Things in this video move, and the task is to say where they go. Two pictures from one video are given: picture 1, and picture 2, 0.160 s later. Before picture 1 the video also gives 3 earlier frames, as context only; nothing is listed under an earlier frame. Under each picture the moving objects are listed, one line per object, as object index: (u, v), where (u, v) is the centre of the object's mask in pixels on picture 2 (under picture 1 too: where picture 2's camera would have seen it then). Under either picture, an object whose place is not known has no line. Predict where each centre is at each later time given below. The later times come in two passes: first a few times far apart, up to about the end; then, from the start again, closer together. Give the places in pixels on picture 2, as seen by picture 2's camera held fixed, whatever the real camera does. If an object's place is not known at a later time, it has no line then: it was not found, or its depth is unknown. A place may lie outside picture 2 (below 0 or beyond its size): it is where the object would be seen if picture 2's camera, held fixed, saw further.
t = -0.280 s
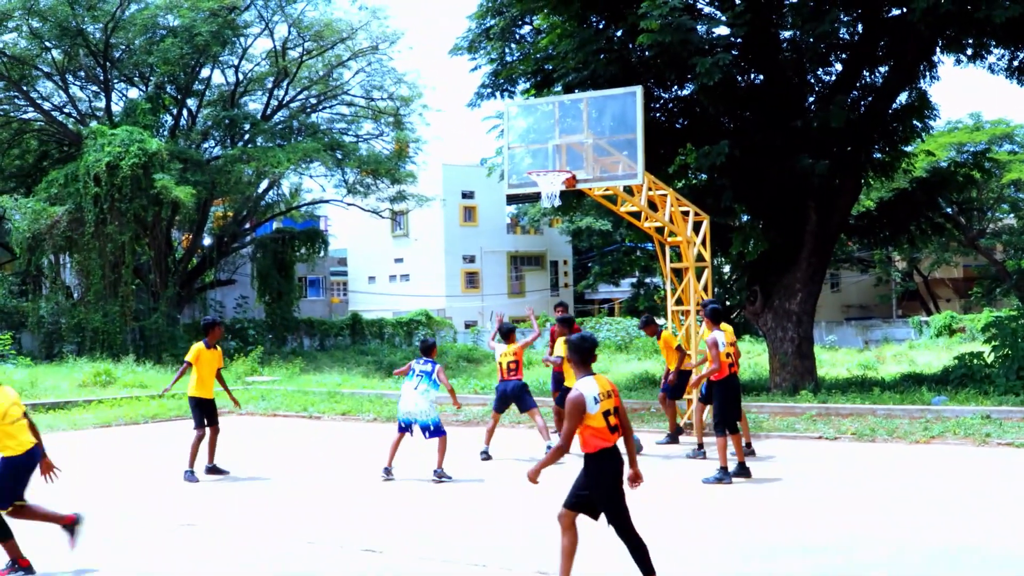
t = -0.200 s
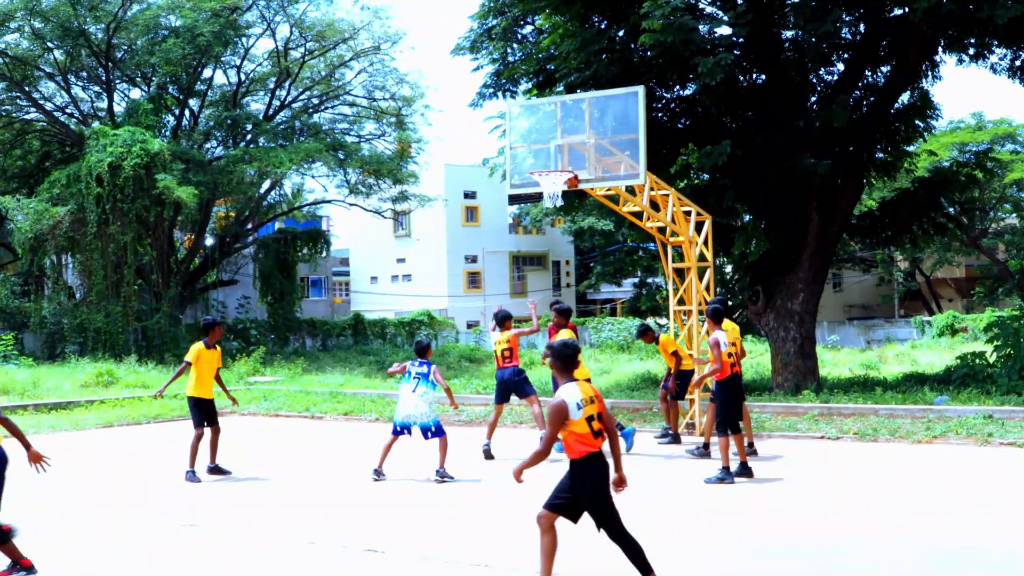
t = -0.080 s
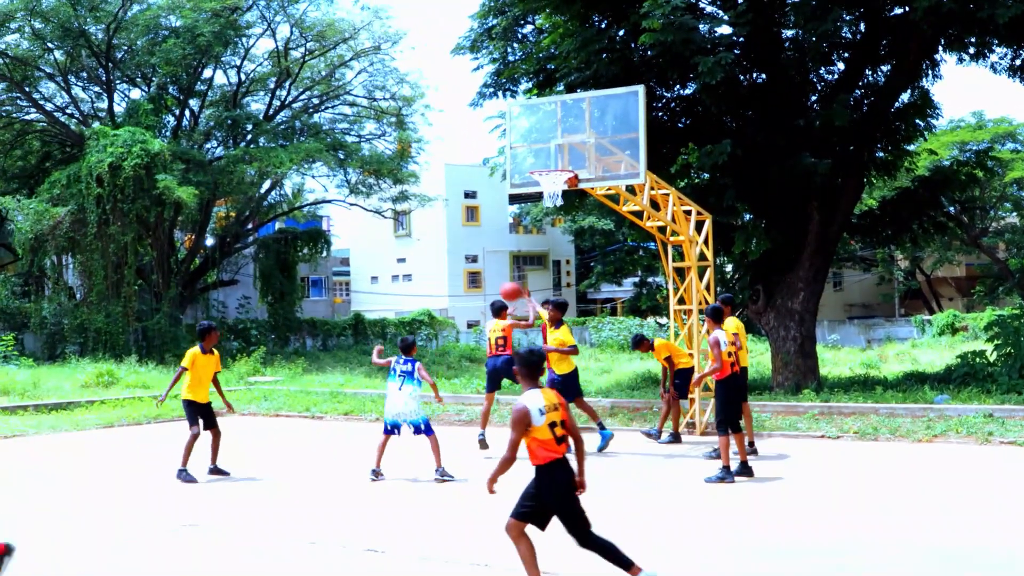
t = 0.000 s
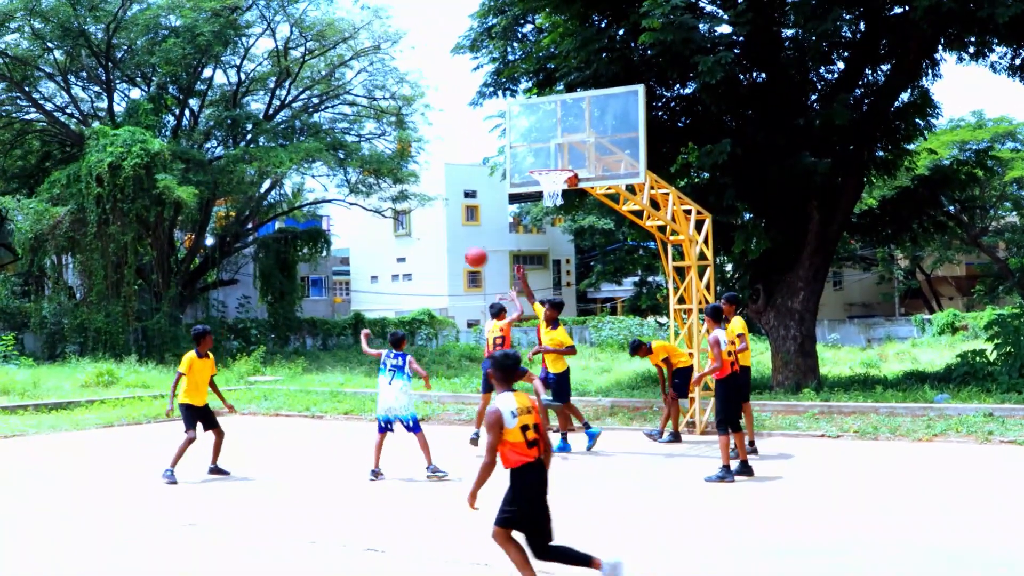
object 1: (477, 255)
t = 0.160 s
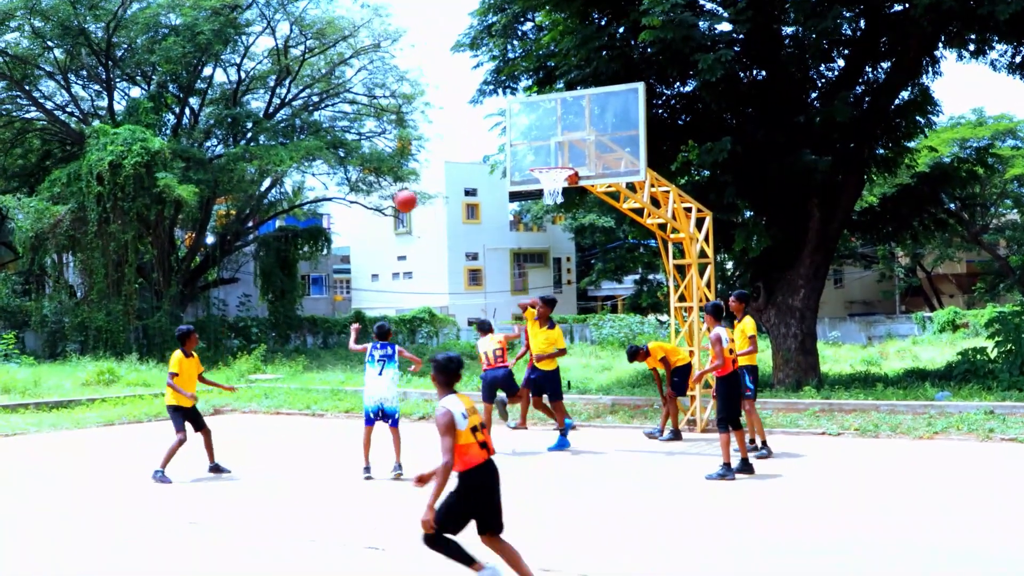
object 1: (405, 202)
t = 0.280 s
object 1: (350, 174)
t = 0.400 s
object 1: (292, 157)
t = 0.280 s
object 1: (350, 174)
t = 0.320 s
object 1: (331, 166)
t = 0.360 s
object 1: (311, 161)
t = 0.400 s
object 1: (292, 157)
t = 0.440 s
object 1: (272, 154)
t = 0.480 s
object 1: (253, 153)
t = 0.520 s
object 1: (232, 154)
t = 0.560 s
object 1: (210, 156)
